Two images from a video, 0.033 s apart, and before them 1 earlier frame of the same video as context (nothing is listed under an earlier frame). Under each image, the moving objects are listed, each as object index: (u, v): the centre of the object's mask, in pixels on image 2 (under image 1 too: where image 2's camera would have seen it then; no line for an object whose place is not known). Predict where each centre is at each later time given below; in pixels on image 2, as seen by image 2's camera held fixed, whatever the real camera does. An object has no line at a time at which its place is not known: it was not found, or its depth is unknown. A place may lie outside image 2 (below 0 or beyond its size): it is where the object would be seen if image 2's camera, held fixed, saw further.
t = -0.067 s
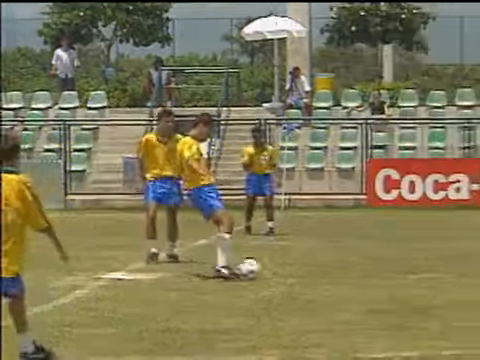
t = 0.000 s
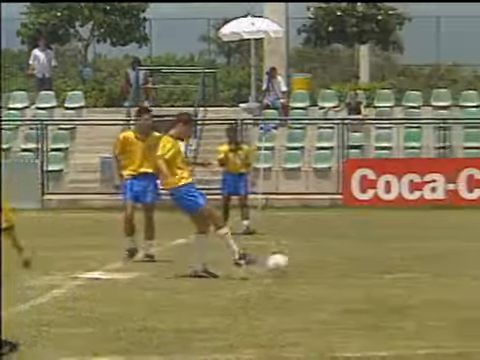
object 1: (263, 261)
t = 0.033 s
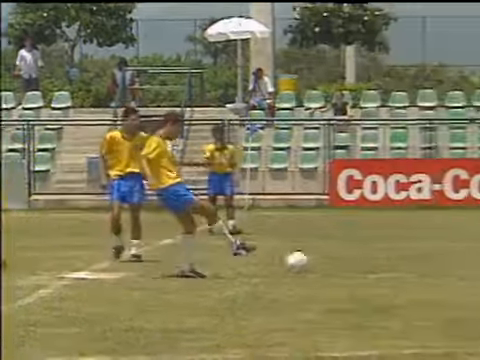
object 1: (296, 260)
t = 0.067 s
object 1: (328, 260)
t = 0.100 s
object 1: (360, 260)
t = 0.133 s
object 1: (390, 263)
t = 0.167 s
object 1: (420, 263)
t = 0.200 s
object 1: (444, 254)
